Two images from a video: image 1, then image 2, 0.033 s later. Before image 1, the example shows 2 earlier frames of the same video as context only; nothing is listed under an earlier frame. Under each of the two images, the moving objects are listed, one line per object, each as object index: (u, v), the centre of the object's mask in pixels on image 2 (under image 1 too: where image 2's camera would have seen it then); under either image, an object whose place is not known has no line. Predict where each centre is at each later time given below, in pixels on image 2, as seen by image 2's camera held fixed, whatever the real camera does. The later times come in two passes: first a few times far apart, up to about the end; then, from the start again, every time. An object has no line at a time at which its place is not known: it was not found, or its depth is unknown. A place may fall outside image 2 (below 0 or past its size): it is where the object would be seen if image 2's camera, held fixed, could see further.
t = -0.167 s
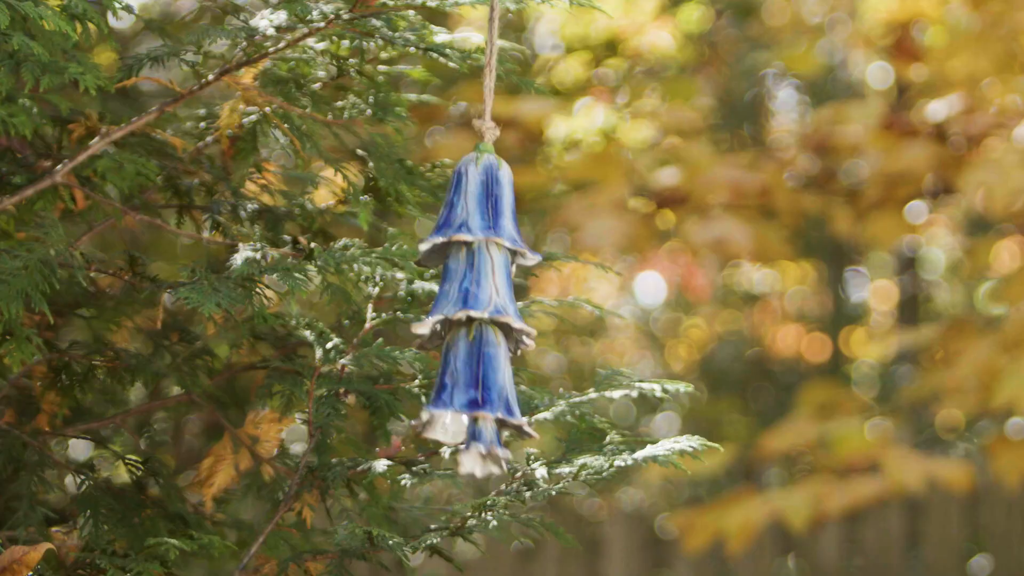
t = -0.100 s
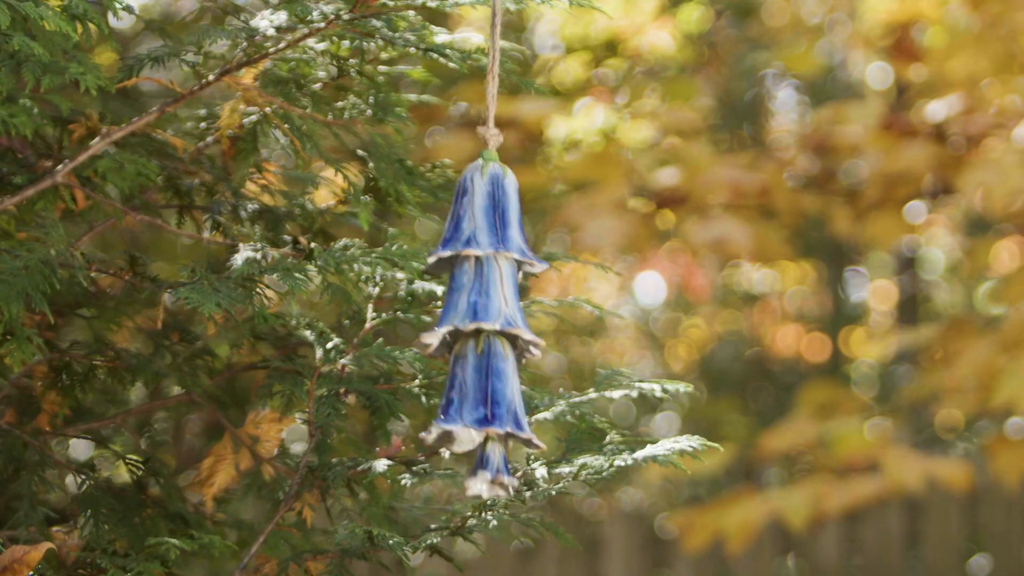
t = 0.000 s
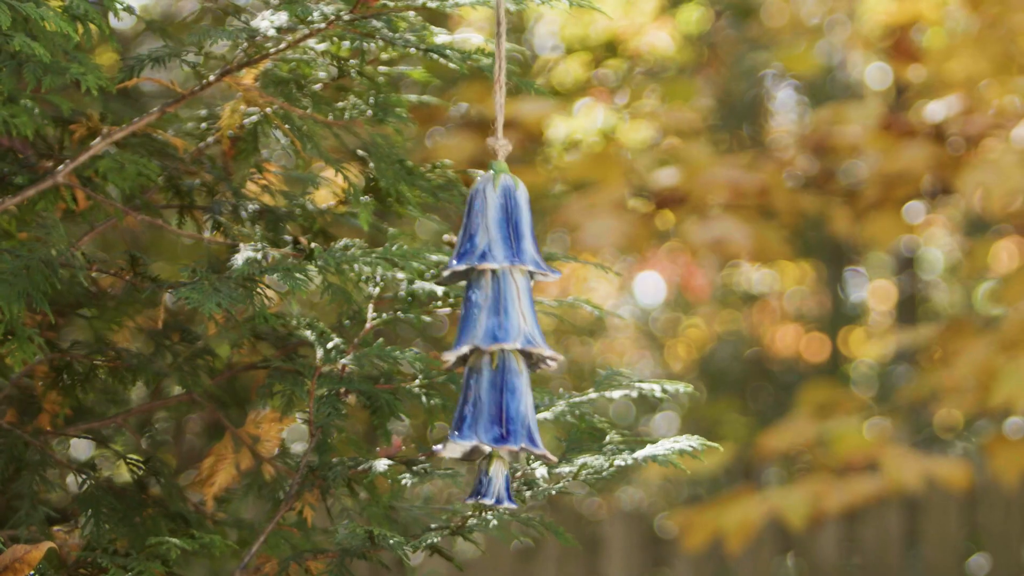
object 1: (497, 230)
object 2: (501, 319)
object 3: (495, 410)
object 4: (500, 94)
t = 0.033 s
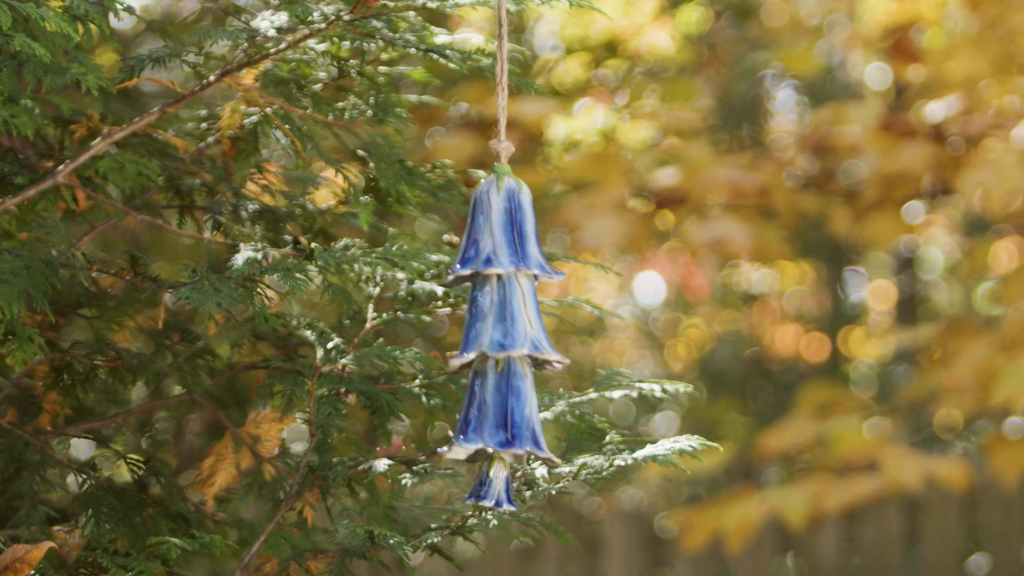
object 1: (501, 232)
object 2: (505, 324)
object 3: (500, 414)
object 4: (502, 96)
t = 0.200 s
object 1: (512, 236)
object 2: (520, 331)
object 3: (519, 418)
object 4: (507, 96)
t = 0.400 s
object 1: (503, 234)
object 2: (512, 328)
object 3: (517, 412)
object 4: (502, 93)
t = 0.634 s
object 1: (486, 233)
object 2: (488, 329)
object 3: (481, 417)
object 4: (492, 92)
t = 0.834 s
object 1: (473, 232)
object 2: (471, 323)
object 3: (458, 413)
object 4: (486, 90)
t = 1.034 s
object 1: (475, 214)
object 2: (479, 302)
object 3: (469, 395)
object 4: (486, 79)
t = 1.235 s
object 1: (496, 217)
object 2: (504, 308)
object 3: (501, 401)
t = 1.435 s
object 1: (510, 236)
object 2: (521, 329)
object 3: (518, 420)
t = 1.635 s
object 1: (502, 235)
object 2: (510, 332)
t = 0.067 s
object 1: (505, 234)
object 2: (510, 326)
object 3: (503, 416)
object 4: (504, 96)
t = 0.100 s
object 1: (508, 235)
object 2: (514, 329)
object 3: (507, 418)
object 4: (505, 99)
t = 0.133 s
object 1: (510, 236)
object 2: (517, 330)
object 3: (513, 418)
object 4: (506, 97)
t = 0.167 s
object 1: (511, 236)
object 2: (519, 331)
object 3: (516, 418)
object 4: (507, 96)
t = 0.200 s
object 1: (512, 236)
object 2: (520, 331)
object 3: (519, 418)
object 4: (507, 96)
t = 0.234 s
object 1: (511, 236)
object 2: (520, 331)
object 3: (521, 417)
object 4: (507, 95)
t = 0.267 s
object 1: (511, 236)
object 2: (519, 330)
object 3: (522, 416)
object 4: (507, 95)
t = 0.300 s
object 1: (509, 235)
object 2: (518, 329)
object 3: (523, 414)
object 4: (506, 95)
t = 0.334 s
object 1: (508, 234)
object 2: (516, 328)
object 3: (522, 413)
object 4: (505, 94)
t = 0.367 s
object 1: (505, 234)
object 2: (514, 328)
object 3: (520, 412)
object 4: (504, 95)
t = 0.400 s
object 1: (503, 234)
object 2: (512, 328)
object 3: (517, 412)
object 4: (502, 93)
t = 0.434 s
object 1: (501, 234)
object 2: (509, 329)
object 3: (513, 412)
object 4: (500, 93)
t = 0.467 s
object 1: (498, 233)
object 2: (506, 329)
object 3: (508, 413)
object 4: (499, 93)
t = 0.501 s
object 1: (495, 233)
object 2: (503, 329)
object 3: (503, 414)
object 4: (498, 93)
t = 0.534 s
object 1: (492, 233)
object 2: (499, 329)
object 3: (498, 414)
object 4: (496, 92)
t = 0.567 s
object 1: (490, 233)
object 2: (496, 329)
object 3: (492, 415)
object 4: (495, 91)
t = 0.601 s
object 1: (487, 233)
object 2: (492, 329)
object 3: (486, 416)
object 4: (494, 92)
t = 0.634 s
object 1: (486, 233)
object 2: (488, 329)
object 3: (481, 417)
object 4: (492, 92)
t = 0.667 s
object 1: (483, 234)
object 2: (484, 329)
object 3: (475, 417)
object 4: (491, 91)
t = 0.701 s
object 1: (481, 234)
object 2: (481, 328)
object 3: (470, 417)
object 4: (490, 92)
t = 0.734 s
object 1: (479, 234)
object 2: (477, 327)
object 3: (466, 416)
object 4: (489, 92)
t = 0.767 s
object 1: (477, 234)
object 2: (474, 326)
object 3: (463, 416)
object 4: (488, 92)
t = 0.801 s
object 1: (475, 233)
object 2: (472, 325)
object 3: (460, 415)
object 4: (487, 92)
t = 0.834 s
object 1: (473, 232)
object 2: (471, 323)
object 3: (458, 413)
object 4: (486, 90)
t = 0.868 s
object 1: (472, 229)
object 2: (470, 320)
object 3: (457, 410)
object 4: (485, 89)
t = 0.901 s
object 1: (472, 227)
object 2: (471, 318)
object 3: (458, 407)
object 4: (485, 86)
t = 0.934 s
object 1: (471, 224)
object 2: (471, 314)
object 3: (459, 405)
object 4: (484, 85)
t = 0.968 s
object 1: (471, 221)
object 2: (473, 310)
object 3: (461, 401)
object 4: (484, 83)
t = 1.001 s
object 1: (472, 217)
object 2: (475, 307)
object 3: (465, 397)
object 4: (485, 81)
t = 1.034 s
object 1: (475, 214)
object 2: (479, 302)
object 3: (469, 395)
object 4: (486, 79)
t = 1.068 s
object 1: (477, 213)
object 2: (483, 299)
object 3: (474, 393)
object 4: (488, 78)
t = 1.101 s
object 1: (480, 212)
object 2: (487, 298)
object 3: (480, 392)
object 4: (489, 77)
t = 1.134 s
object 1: (484, 211)
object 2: (491, 298)
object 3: (485, 392)
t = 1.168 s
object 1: (488, 212)
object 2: (496, 299)
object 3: (491, 394)
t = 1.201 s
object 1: (492, 214)
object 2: (500, 303)
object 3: (496, 397)
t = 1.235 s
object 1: (496, 217)
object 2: (504, 308)
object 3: (501, 401)
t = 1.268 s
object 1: (499, 221)
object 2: (509, 310)
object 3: (506, 405)
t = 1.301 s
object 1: (503, 225)
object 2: (513, 315)
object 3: (509, 409)
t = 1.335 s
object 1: (506, 228)
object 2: (514, 321)
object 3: (512, 413)
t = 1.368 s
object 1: (508, 231)
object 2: (519, 323)
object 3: (515, 416)
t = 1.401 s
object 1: (509, 233)
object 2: (520, 327)
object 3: (517, 419)
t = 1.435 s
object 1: (510, 236)
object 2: (521, 329)
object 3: (518, 420)
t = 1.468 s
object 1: (510, 236)
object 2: (520, 331)
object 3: (519, 421)
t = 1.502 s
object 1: (509, 237)
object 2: (519, 332)
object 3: (519, 421)
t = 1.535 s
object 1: (508, 236)
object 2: (517, 332)
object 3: (518, 421)
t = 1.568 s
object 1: (506, 236)
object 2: (515, 332)
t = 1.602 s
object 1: (504, 236)
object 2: (513, 332)
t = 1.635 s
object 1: (502, 235)
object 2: (510, 332)
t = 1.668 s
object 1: (499, 235)
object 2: (507, 331)
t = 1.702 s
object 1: (496, 234)
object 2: (503, 331)
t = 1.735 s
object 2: (499, 331)
